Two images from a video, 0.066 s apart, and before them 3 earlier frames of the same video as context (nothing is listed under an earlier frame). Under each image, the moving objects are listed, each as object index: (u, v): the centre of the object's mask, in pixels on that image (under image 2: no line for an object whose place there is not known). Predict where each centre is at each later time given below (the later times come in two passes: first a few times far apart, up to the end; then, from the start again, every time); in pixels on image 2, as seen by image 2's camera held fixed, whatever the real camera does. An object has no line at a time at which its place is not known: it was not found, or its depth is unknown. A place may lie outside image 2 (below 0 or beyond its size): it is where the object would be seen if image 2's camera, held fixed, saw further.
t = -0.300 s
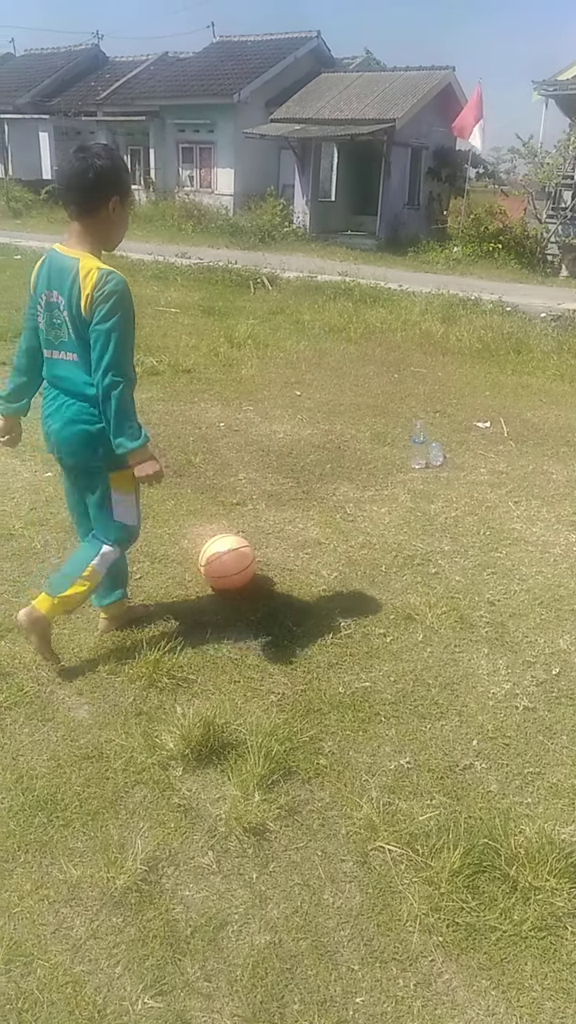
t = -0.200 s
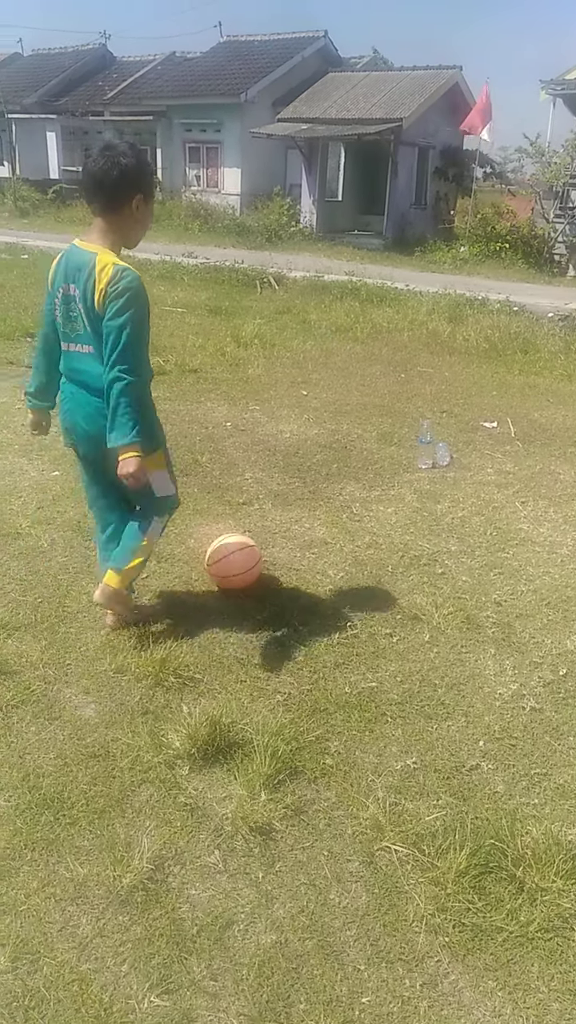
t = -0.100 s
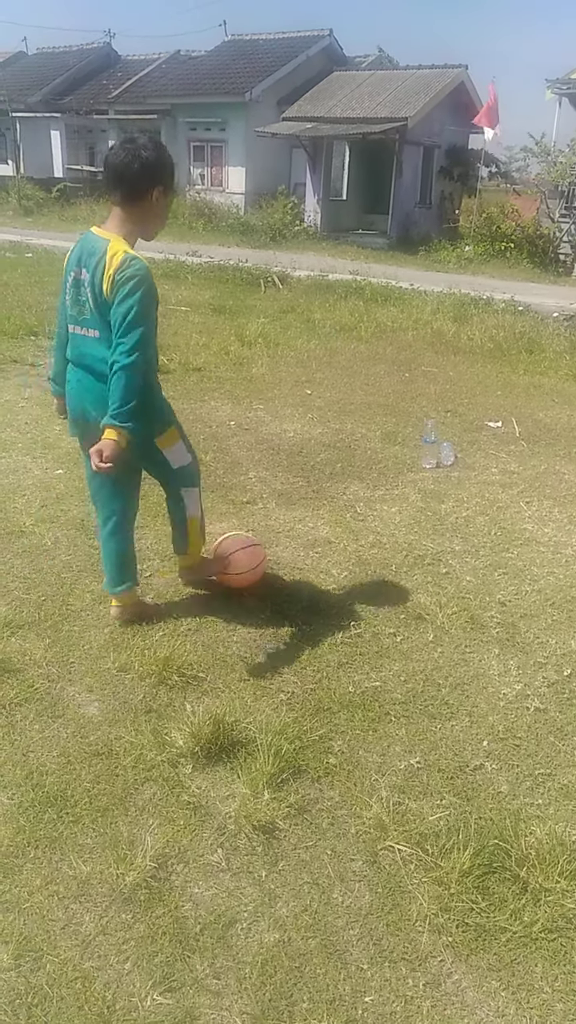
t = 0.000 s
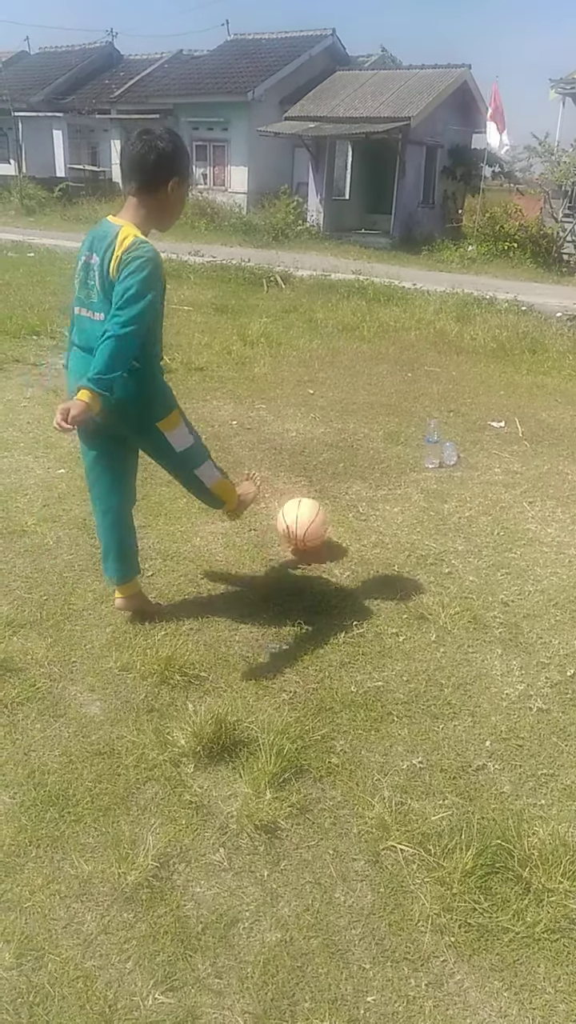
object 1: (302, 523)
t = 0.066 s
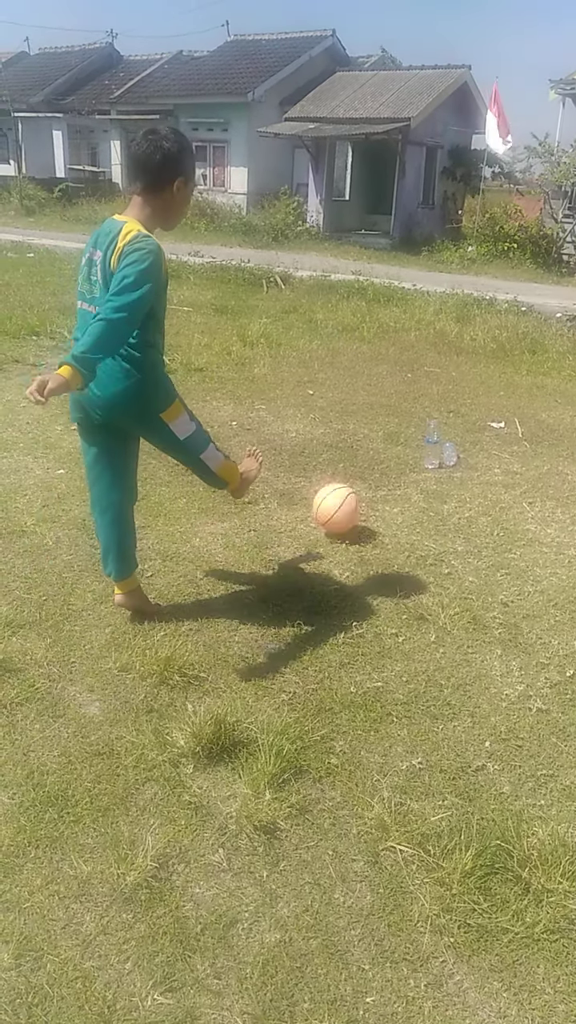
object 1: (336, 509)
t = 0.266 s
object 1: (421, 473)
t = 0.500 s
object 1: (494, 444)
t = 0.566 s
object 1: (510, 433)
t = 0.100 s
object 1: (352, 504)
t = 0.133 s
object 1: (366, 499)
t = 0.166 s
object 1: (382, 488)
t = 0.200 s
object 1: (395, 481)
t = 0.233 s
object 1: (408, 475)
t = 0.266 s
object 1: (421, 473)
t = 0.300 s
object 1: (433, 469)
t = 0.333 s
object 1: (445, 459)
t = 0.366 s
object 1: (456, 451)
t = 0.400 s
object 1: (466, 446)
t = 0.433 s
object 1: (475, 443)
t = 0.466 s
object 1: (485, 442)
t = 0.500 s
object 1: (494, 444)
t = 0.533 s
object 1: (502, 439)
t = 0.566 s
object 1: (510, 433)
